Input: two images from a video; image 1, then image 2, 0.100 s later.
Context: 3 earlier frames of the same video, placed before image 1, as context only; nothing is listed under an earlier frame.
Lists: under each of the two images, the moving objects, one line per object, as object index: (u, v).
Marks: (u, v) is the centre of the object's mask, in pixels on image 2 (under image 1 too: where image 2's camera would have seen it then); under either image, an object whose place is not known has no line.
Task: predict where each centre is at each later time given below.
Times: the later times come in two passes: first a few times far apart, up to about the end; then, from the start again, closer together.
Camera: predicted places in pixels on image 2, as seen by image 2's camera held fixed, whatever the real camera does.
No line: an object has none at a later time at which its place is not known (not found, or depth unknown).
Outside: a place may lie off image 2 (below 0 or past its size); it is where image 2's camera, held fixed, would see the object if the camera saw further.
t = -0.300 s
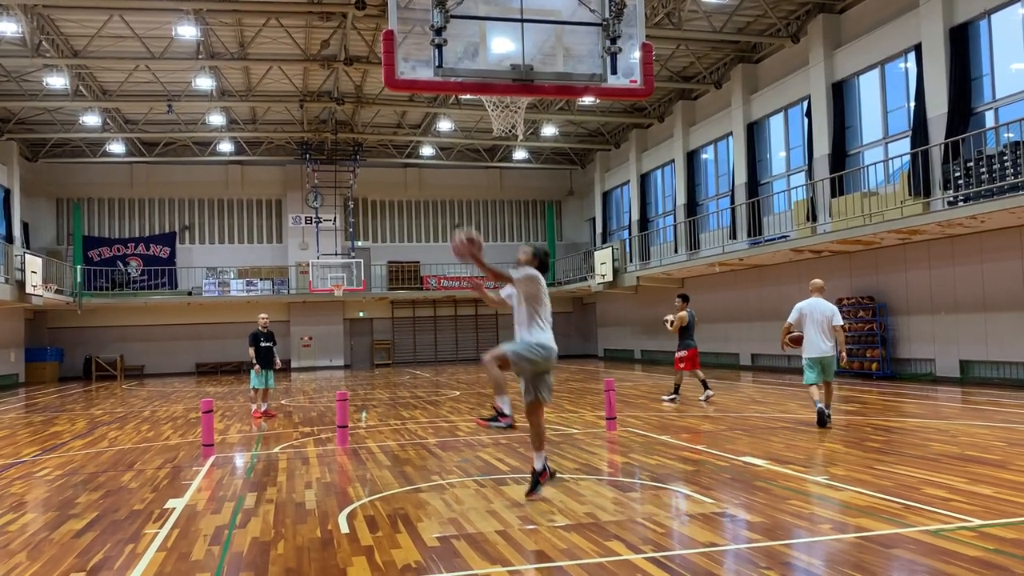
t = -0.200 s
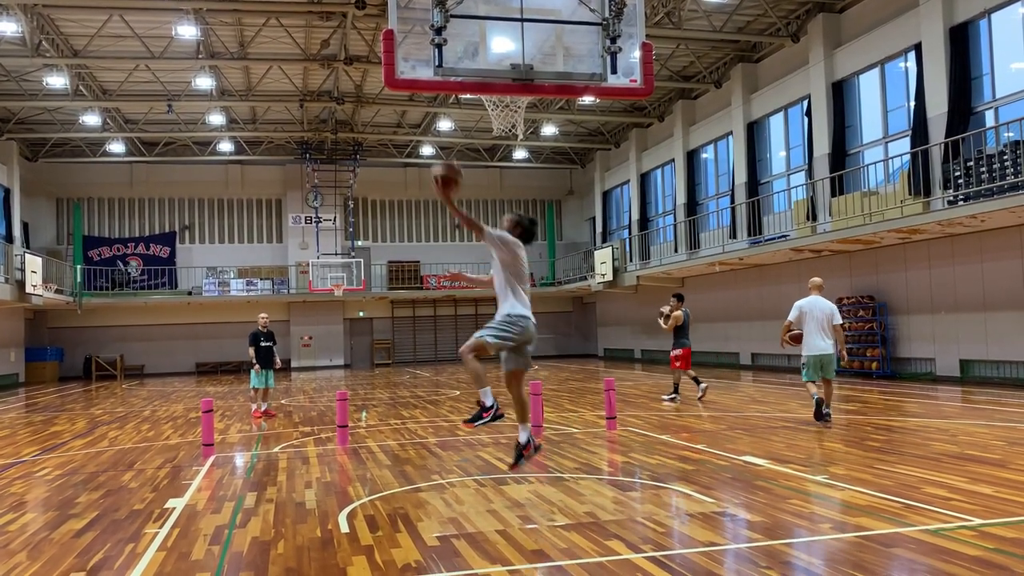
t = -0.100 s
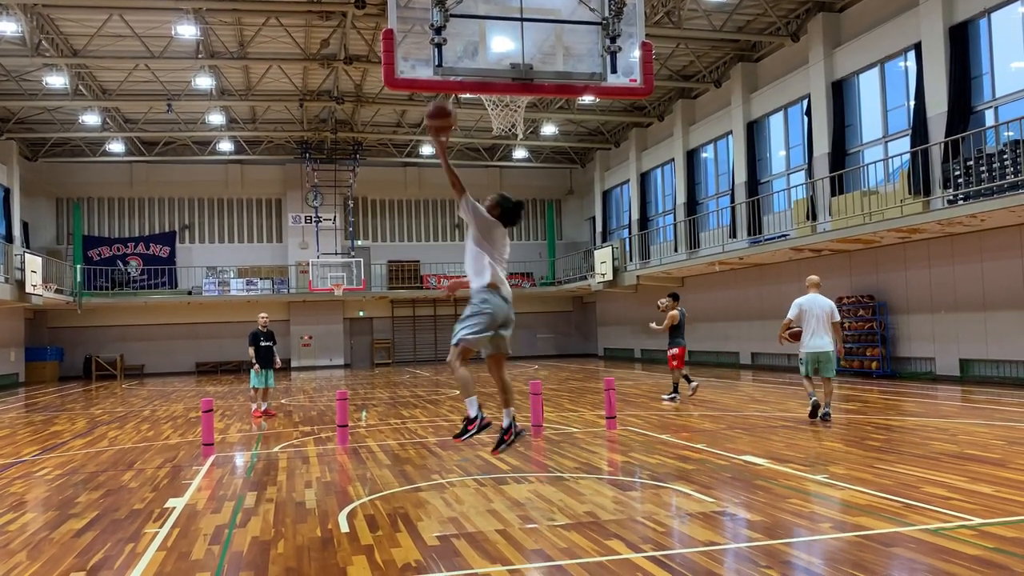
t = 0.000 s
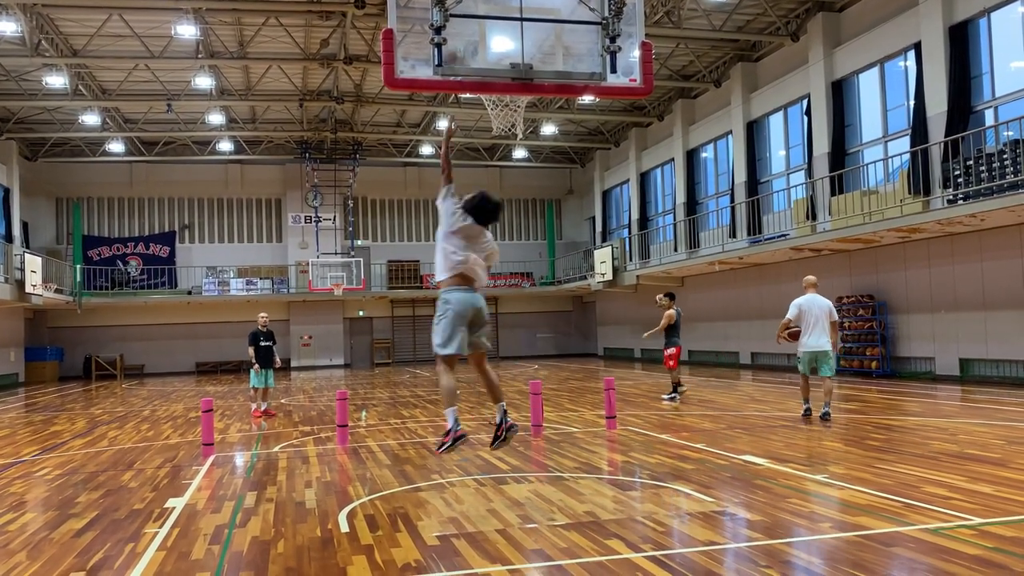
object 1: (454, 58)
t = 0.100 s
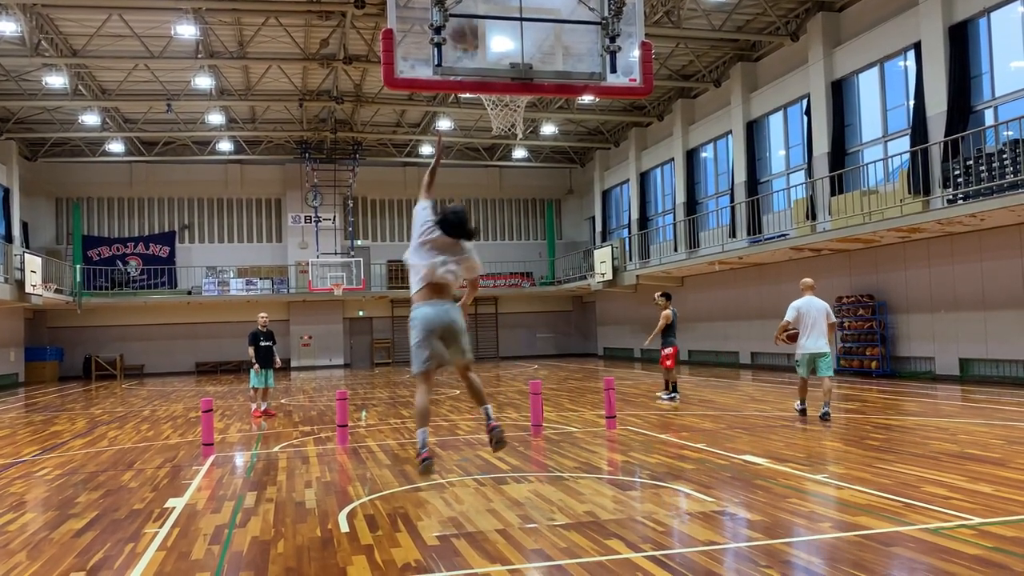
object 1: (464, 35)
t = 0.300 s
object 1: (485, 35)
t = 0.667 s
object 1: (515, 153)
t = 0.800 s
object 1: (525, 228)
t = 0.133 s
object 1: (466, 33)
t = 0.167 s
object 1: (468, 31)
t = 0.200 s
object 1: (473, 30)
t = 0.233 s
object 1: (477, 31)
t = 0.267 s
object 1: (485, 32)
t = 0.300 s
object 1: (485, 35)
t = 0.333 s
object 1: (488, 39)
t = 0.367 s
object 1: (495, 45)
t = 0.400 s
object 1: (498, 51)
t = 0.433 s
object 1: (499, 56)
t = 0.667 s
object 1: (515, 153)
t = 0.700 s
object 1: (518, 171)
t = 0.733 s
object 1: (520, 187)
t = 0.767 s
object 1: (523, 205)
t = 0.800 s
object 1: (525, 228)
